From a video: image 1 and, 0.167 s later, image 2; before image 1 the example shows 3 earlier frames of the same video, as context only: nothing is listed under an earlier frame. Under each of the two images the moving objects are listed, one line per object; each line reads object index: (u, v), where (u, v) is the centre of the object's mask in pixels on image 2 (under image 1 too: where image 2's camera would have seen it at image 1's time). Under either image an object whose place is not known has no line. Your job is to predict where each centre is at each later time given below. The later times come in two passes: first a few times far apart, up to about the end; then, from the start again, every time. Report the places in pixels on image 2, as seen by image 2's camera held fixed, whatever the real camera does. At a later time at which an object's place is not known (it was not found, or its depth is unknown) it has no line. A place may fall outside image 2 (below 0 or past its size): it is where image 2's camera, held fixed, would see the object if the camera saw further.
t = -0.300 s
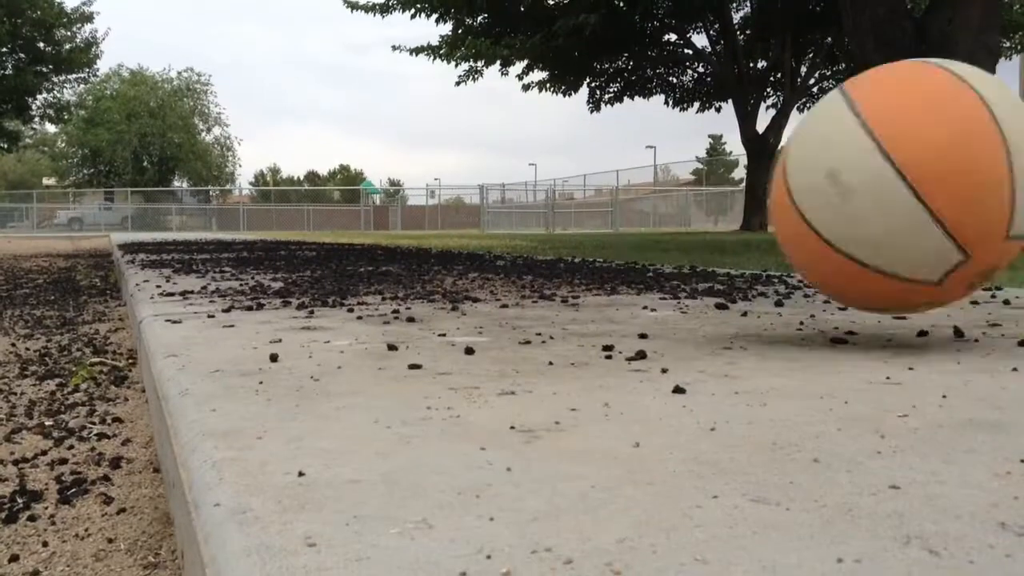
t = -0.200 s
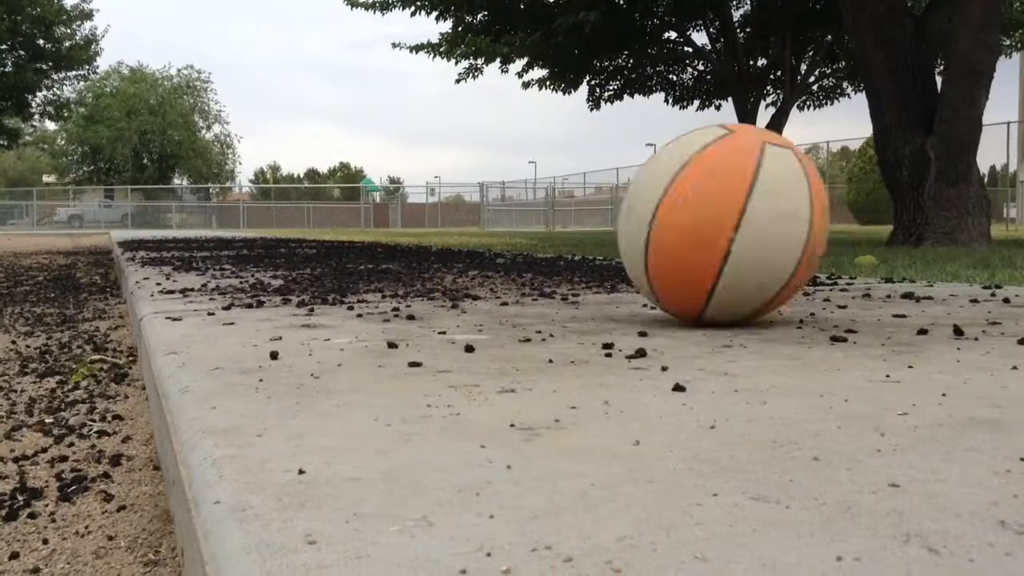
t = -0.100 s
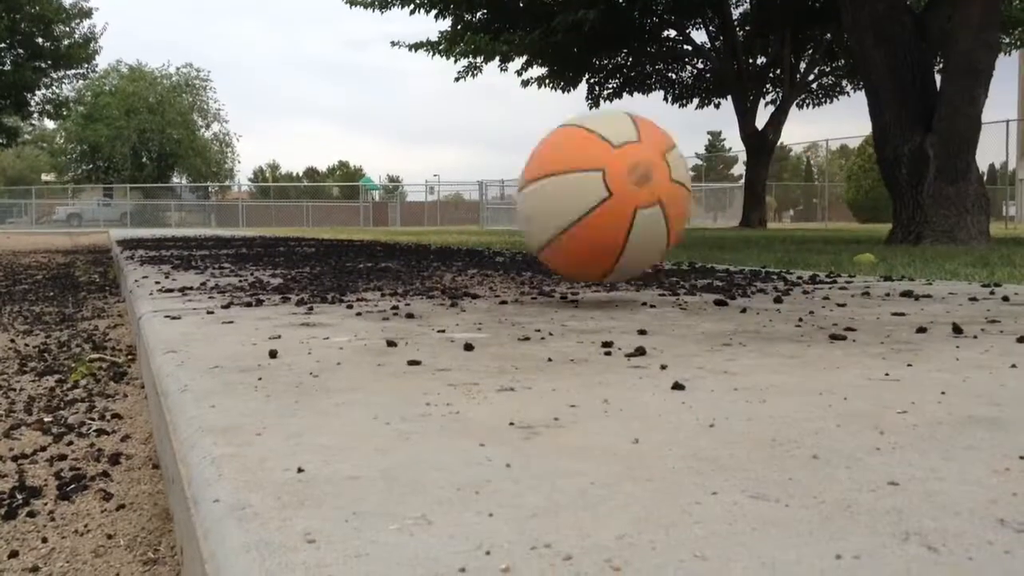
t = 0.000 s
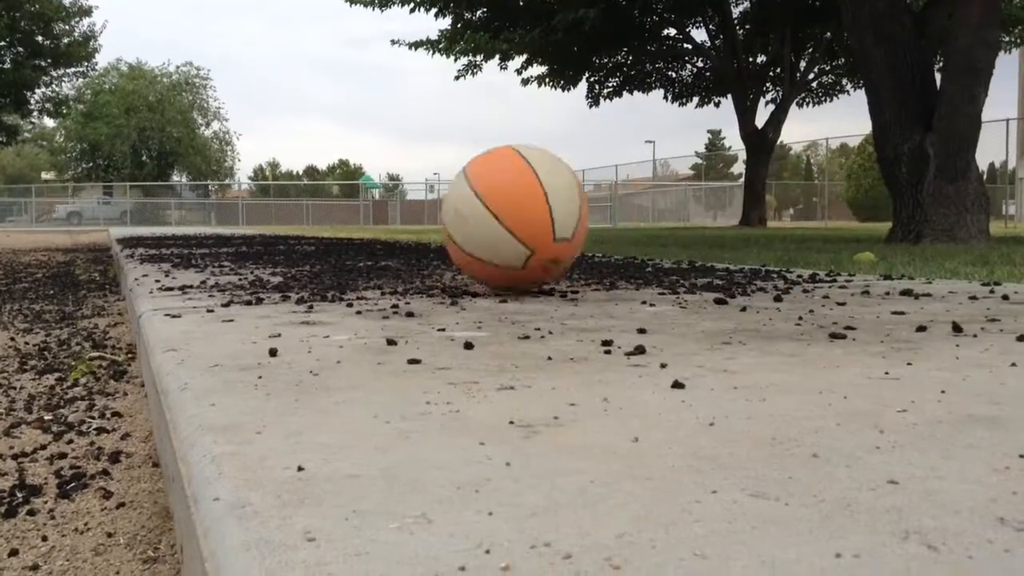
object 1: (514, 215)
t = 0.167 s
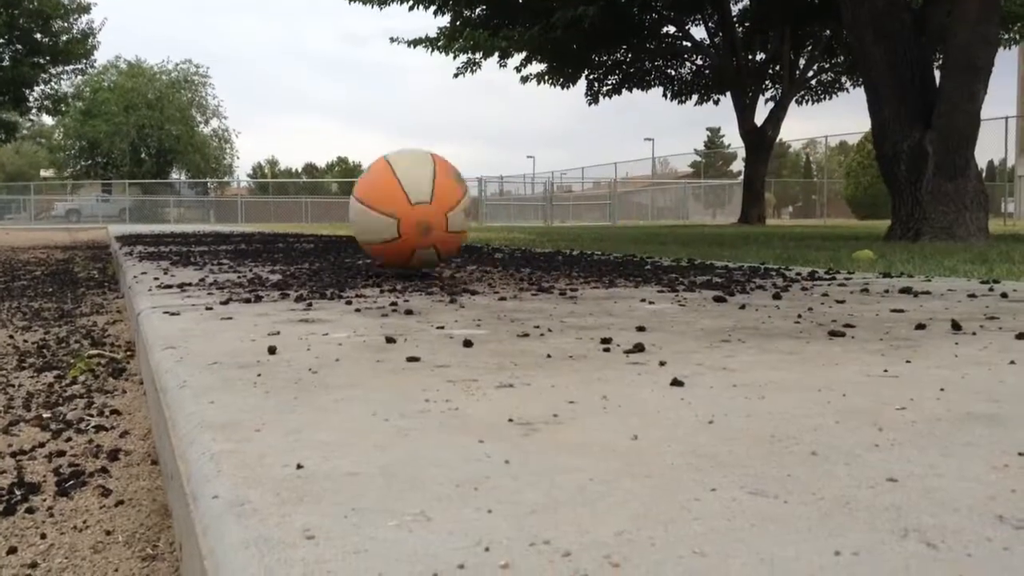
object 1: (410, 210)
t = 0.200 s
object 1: (395, 216)
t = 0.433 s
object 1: (306, 219)
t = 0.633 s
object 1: (255, 216)
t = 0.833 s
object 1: (212, 221)
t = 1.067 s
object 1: (171, 217)
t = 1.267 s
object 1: (142, 221)
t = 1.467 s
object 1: (115, 220)
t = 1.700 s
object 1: (81, 235)
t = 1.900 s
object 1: (50, 238)
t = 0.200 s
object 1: (395, 216)
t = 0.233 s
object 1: (380, 216)
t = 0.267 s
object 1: (366, 213)
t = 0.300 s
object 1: (353, 214)
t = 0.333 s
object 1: (341, 218)
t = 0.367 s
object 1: (328, 217)
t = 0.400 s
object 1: (317, 219)
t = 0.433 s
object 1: (306, 219)
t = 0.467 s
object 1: (296, 220)
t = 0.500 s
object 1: (288, 216)
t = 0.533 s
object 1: (279, 215)
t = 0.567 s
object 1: (271, 217)
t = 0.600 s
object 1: (263, 217)
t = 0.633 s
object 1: (255, 216)
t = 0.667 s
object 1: (246, 218)
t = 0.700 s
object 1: (240, 220)
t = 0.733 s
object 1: (232, 216)
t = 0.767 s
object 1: (225, 216)
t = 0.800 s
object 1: (220, 217)
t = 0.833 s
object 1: (212, 221)
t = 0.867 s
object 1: (206, 217)
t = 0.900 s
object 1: (200, 217)
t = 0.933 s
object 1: (194, 219)
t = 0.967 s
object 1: (187, 221)
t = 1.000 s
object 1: (181, 220)
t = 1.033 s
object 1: (176, 219)
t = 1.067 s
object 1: (171, 217)
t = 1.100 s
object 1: (166, 218)
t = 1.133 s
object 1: (160, 220)
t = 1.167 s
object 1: (155, 216)
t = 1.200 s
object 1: (151, 215)
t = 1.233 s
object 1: (147, 217)
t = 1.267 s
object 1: (142, 221)
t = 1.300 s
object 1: (137, 219)
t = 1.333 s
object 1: (132, 219)
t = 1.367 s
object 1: (128, 219)
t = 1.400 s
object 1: (123, 218)
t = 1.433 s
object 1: (120, 221)
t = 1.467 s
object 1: (115, 220)
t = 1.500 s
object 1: (111, 220)
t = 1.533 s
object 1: (107, 221)
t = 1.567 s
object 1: (102, 224)
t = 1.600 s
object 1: (96, 226)
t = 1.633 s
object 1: (91, 231)
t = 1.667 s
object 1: (87, 237)
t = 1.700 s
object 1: (81, 235)
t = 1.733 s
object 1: (75, 235)
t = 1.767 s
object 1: (70, 236)
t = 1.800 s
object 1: (65, 238)
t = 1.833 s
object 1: (59, 237)
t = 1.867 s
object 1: (54, 237)
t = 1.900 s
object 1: (50, 238)
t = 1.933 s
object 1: (44, 237)
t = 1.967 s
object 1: (39, 236)
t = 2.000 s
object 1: (35, 236)
